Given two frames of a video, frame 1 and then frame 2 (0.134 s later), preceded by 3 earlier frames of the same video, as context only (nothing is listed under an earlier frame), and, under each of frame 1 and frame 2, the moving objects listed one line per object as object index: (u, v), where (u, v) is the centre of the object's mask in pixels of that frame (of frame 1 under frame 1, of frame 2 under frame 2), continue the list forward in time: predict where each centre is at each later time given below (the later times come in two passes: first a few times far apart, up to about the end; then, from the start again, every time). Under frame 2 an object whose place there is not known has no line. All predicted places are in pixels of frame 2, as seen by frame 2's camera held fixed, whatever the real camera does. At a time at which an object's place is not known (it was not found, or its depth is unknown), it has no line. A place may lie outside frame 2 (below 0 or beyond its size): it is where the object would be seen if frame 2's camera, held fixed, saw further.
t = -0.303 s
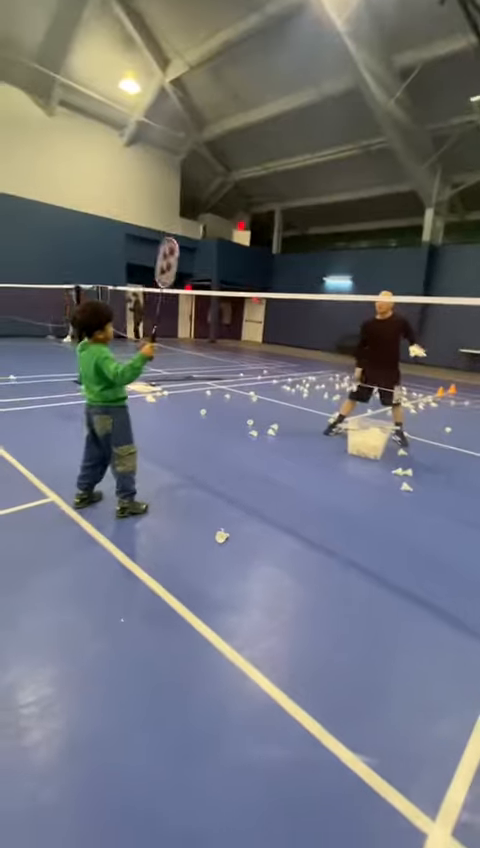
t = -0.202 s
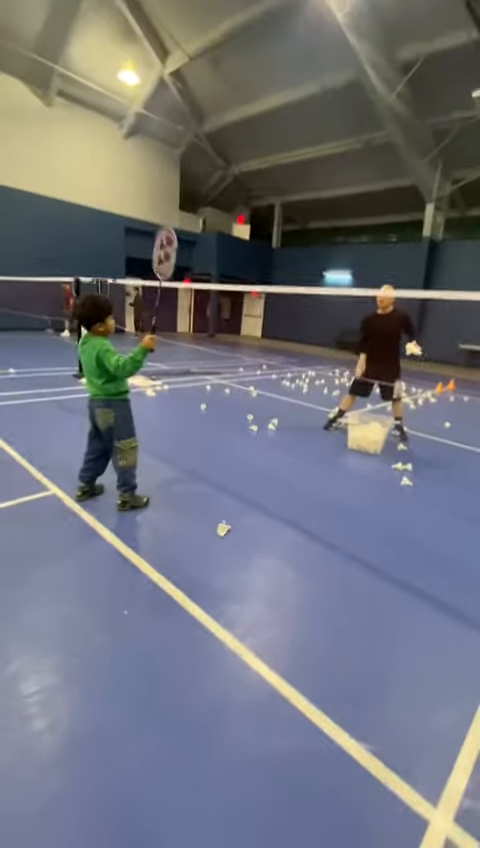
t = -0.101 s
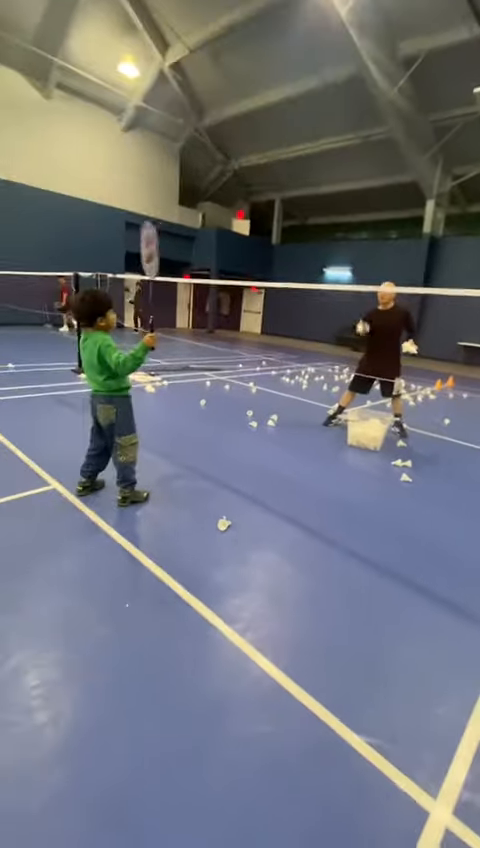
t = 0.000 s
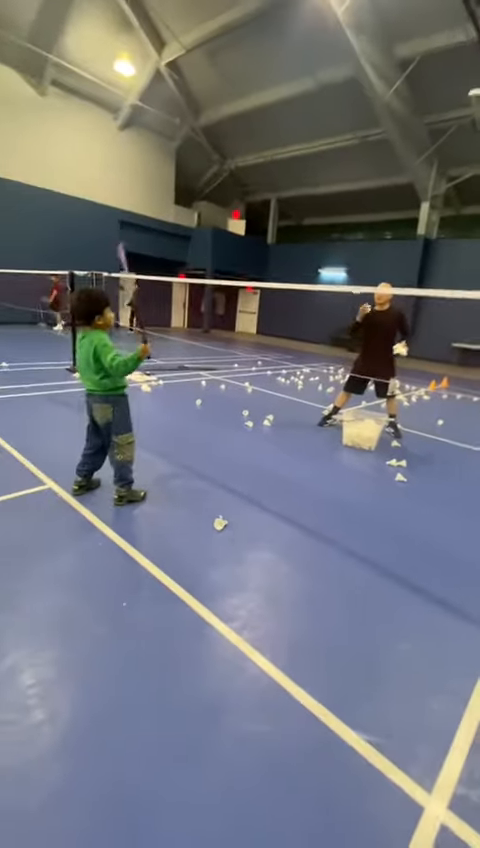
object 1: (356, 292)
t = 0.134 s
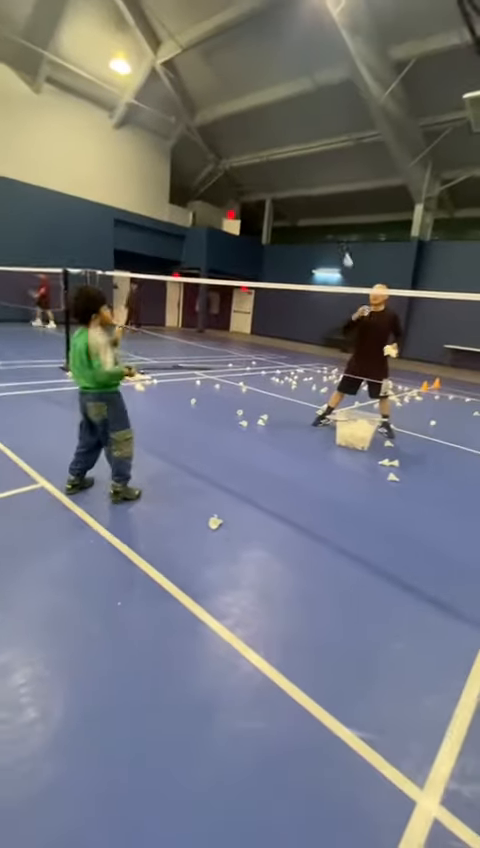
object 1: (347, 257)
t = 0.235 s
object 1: (342, 249)
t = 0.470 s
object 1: (321, 266)
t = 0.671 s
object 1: (289, 355)
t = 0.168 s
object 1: (345, 253)
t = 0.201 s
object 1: (344, 250)
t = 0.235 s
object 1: (342, 249)
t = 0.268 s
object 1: (340, 248)
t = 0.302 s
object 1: (338, 247)
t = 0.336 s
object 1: (336, 248)
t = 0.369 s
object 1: (333, 249)
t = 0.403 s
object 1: (330, 252)
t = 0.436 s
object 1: (325, 259)
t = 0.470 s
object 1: (321, 266)
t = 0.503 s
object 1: (314, 278)
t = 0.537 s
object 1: (309, 291)
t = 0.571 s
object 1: (304, 304)
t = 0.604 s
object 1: (299, 320)
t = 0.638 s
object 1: (294, 337)
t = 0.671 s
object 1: (289, 355)
